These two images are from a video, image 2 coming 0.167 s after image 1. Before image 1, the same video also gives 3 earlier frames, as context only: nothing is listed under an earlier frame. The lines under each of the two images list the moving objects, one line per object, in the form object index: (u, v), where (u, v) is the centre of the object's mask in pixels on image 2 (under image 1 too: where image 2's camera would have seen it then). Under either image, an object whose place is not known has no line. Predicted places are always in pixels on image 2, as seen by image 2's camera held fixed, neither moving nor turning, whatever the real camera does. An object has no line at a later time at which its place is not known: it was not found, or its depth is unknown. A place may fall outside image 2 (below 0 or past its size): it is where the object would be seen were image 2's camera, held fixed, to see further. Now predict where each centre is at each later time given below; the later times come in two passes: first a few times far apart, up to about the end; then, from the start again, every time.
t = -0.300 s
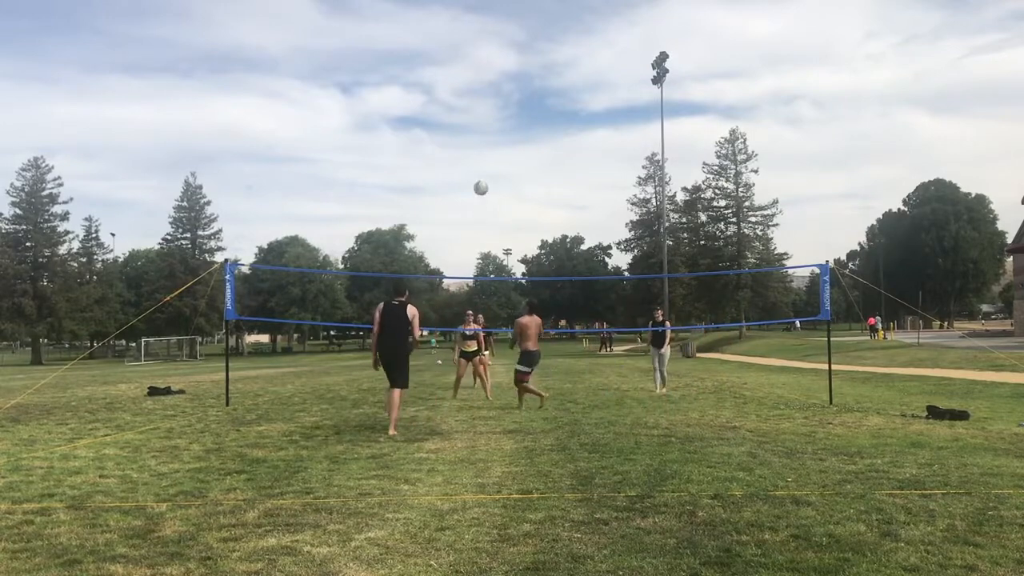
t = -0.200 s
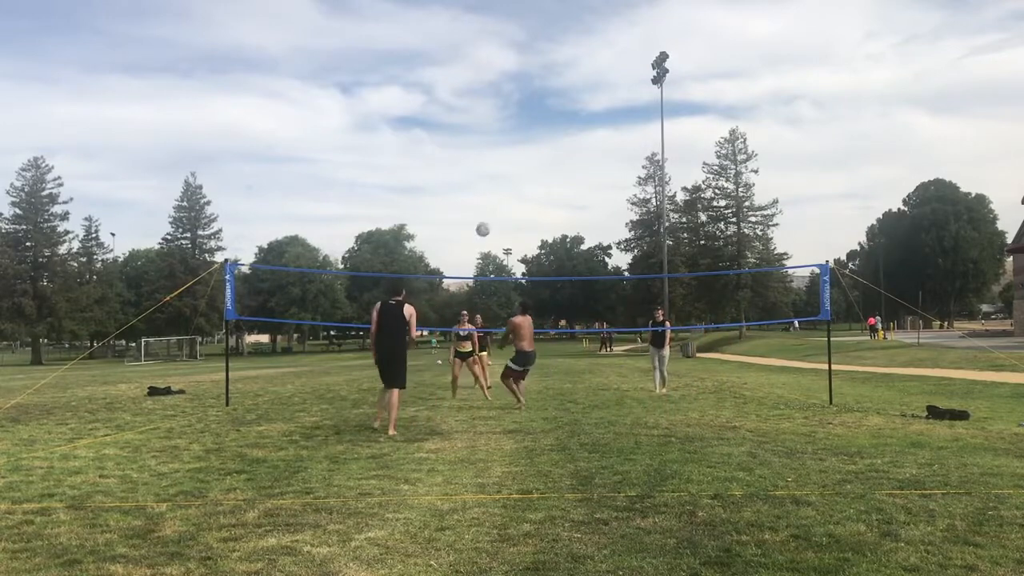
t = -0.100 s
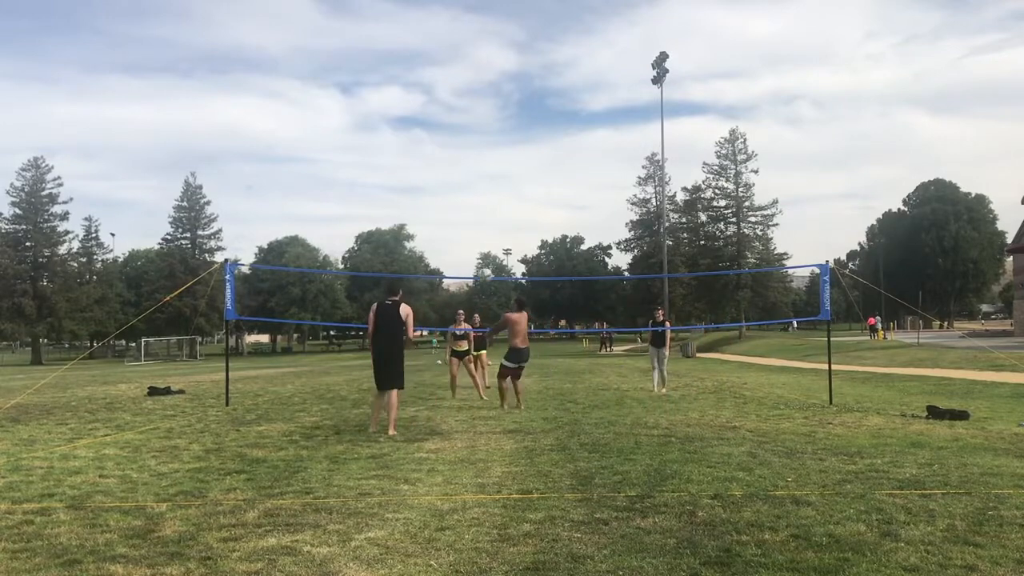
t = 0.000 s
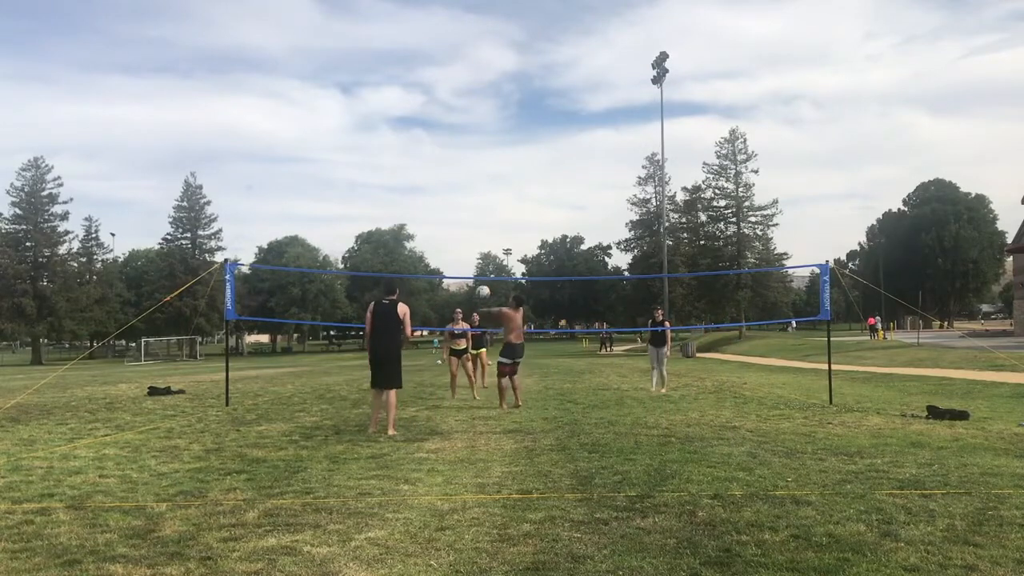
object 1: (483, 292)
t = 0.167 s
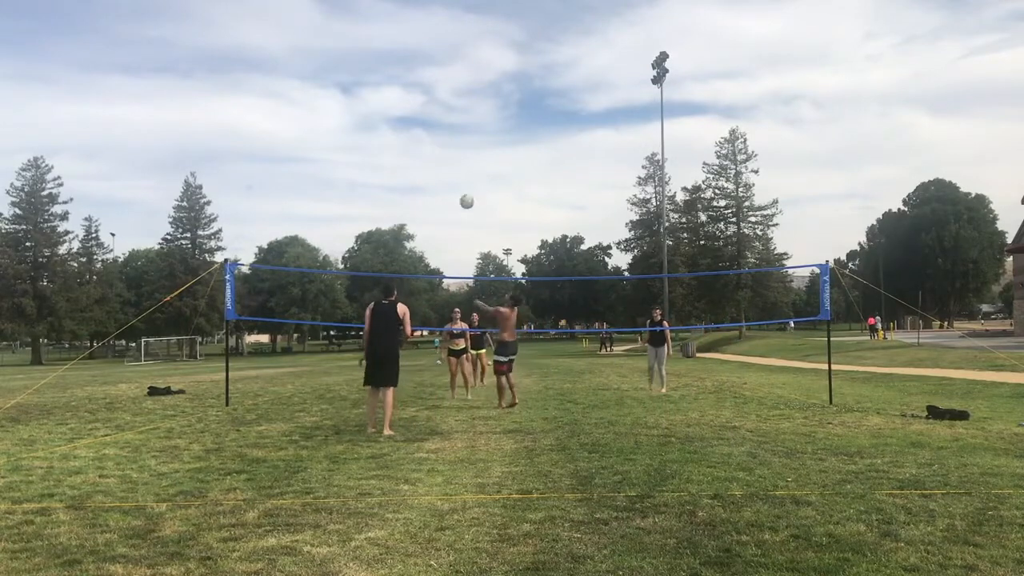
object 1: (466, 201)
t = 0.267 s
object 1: (456, 155)
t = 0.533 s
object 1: (428, 61)
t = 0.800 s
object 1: (399, 16)
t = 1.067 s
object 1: (369, 18)
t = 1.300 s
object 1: (342, 63)
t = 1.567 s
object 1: (312, 160)
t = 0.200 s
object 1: (463, 185)
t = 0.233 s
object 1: (460, 170)
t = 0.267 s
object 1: (456, 155)
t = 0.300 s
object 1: (453, 141)
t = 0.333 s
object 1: (449, 127)
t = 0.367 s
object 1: (446, 114)
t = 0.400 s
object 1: (442, 103)
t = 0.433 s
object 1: (439, 91)
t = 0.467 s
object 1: (435, 81)
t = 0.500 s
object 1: (432, 71)
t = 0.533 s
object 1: (428, 61)
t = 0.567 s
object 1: (424, 53)
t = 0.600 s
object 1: (421, 46)
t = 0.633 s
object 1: (418, 39)
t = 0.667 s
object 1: (414, 33)
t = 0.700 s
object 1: (410, 27)
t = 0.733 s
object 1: (406, 23)
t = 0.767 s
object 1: (402, 19)
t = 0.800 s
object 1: (399, 16)
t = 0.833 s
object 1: (395, 14)
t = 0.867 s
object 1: (391, 12)
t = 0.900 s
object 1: (388, 11)
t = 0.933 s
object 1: (384, 11)
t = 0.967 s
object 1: (380, 12)
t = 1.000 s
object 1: (376, 13)
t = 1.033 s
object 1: (373, 15)
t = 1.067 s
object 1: (369, 18)
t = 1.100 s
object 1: (365, 22)
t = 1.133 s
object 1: (361, 27)
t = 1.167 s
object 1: (357, 33)
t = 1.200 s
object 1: (353, 39)
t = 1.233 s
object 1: (349, 46)
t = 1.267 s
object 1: (346, 54)
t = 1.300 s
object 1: (342, 63)
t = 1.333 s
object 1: (338, 72)
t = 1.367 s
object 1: (334, 83)
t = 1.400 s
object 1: (330, 93)
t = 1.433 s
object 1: (327, 105)
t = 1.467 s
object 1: (323, 117)
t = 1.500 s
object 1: (320, 131)
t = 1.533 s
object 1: (316, 145)
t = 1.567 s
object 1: (312, 160)
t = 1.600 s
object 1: (309, 176)
